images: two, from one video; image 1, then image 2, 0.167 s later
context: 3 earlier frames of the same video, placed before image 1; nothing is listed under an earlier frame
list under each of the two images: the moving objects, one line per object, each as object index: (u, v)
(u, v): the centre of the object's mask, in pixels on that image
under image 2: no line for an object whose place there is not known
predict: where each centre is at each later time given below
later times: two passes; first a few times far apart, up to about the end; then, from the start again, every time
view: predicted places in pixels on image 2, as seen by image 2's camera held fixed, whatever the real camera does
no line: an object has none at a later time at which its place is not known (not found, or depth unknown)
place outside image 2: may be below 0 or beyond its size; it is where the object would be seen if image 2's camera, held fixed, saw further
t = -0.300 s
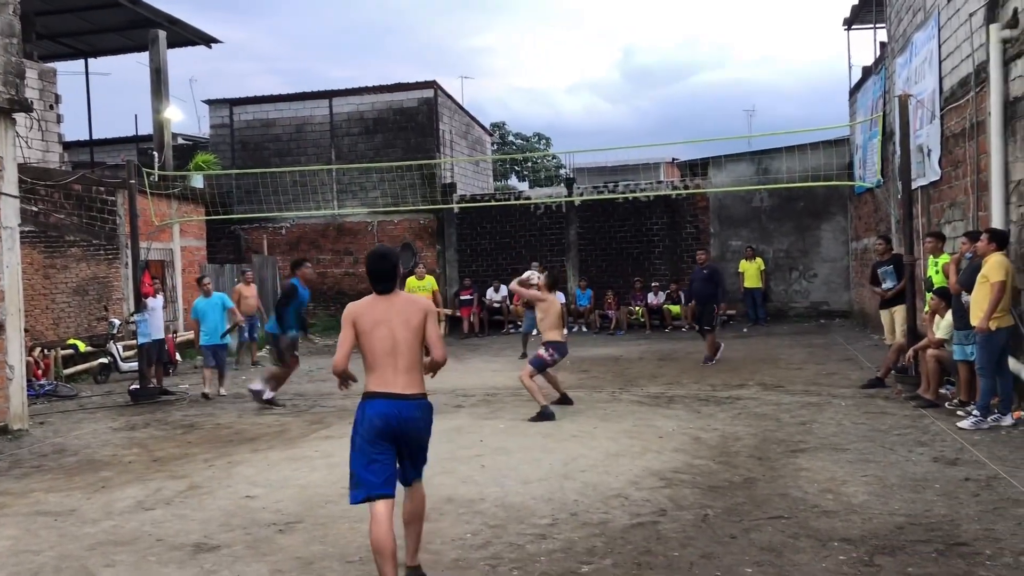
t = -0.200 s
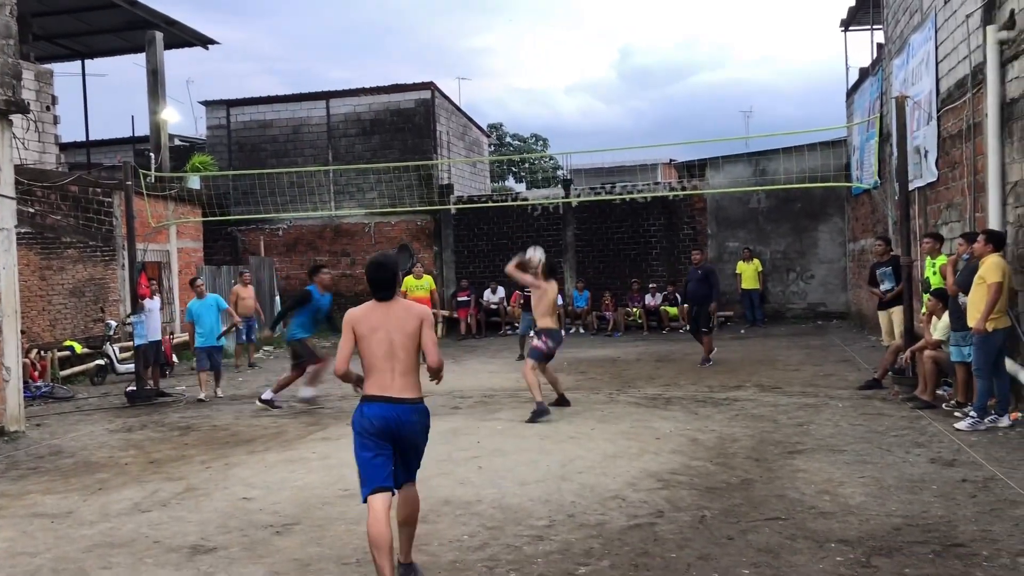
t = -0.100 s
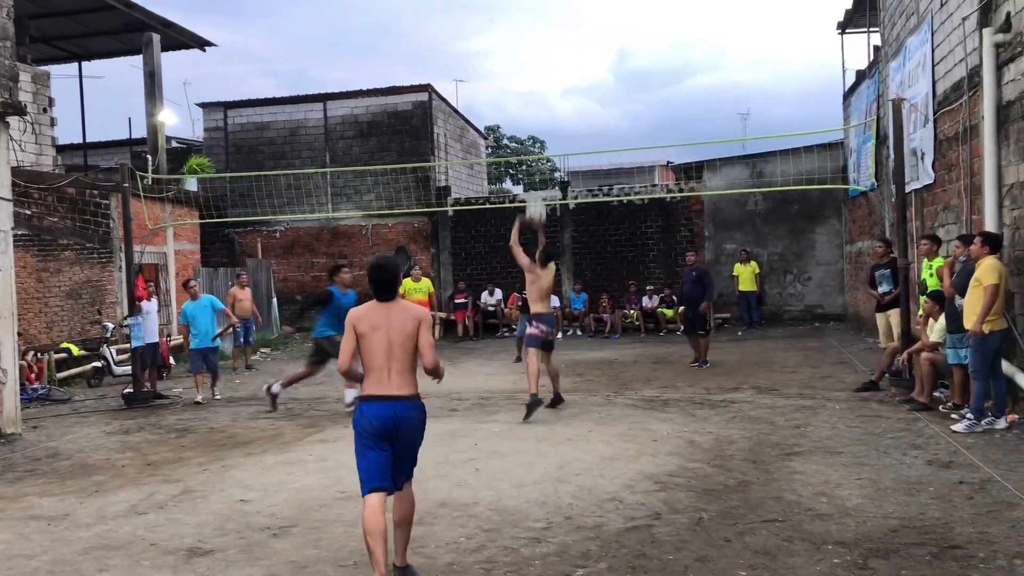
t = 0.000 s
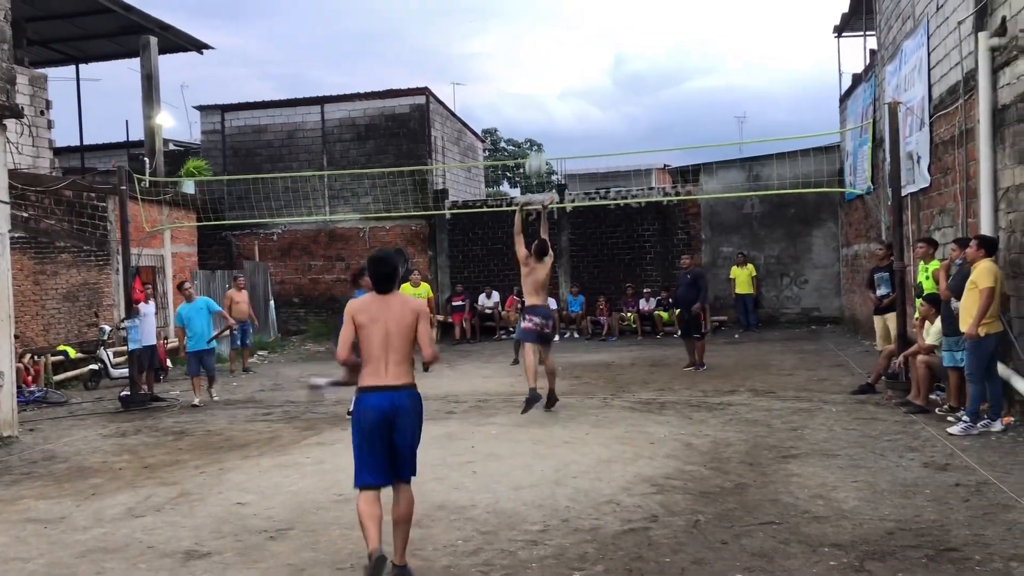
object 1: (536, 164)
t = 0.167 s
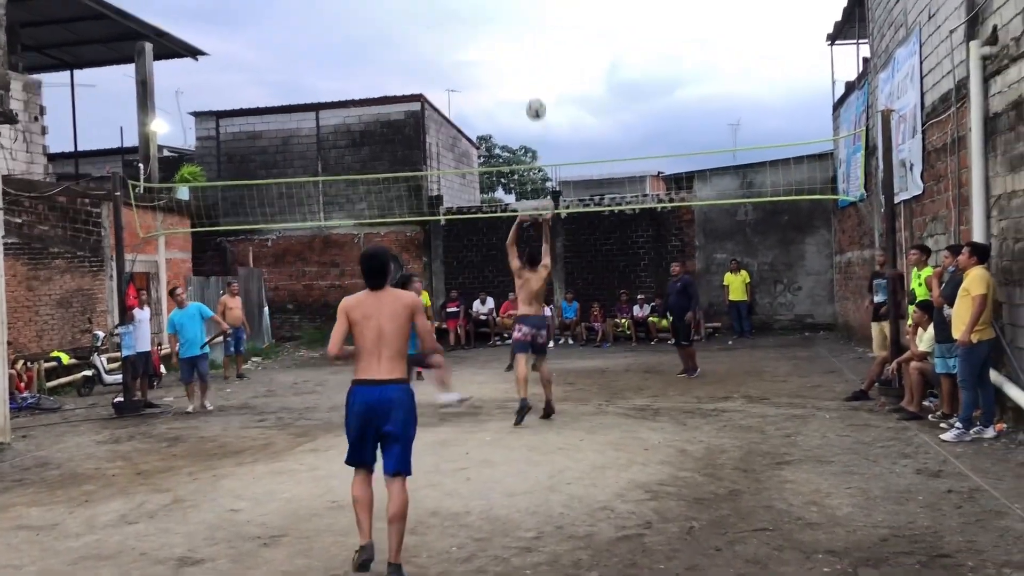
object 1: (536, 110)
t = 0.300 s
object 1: (540, 78)
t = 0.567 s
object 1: (551, 64)
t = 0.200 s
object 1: (537, 100)
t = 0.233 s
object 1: (538, 92)
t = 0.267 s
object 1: (539, 84)
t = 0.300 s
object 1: (540, 78)
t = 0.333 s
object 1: (541, 72)
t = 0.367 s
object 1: (543, 68)
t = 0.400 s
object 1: (544, 65)
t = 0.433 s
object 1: (546, 63)
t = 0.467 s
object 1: (547, 62)
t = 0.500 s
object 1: (548, 62)
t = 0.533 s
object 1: (550, 62)
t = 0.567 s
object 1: (551, 64)
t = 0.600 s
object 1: (553, 67)
